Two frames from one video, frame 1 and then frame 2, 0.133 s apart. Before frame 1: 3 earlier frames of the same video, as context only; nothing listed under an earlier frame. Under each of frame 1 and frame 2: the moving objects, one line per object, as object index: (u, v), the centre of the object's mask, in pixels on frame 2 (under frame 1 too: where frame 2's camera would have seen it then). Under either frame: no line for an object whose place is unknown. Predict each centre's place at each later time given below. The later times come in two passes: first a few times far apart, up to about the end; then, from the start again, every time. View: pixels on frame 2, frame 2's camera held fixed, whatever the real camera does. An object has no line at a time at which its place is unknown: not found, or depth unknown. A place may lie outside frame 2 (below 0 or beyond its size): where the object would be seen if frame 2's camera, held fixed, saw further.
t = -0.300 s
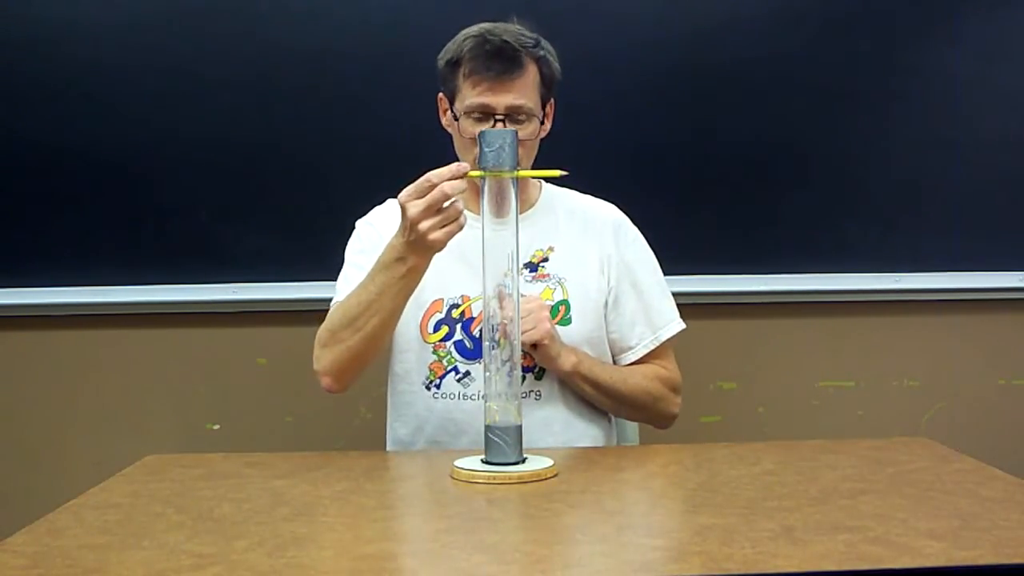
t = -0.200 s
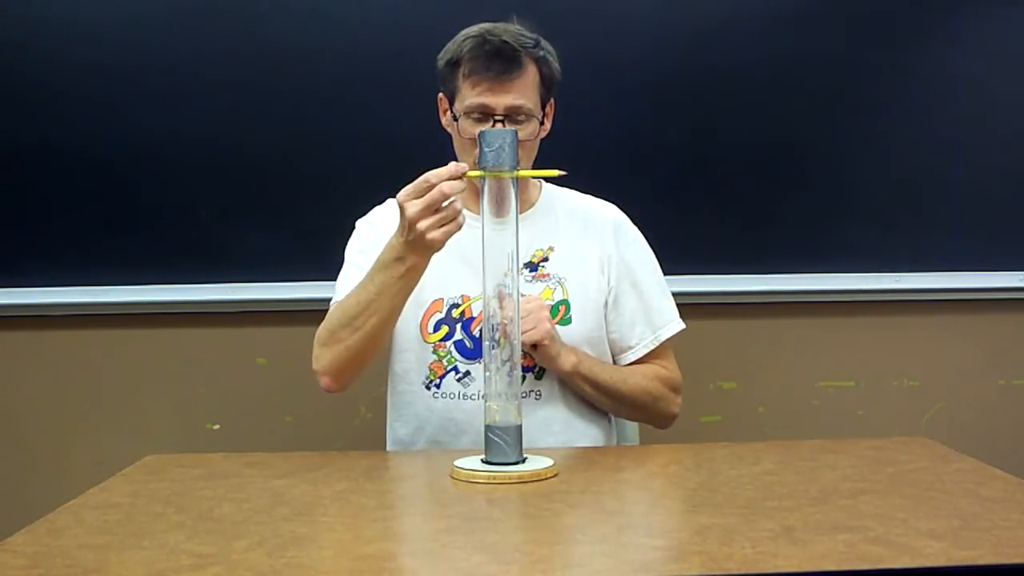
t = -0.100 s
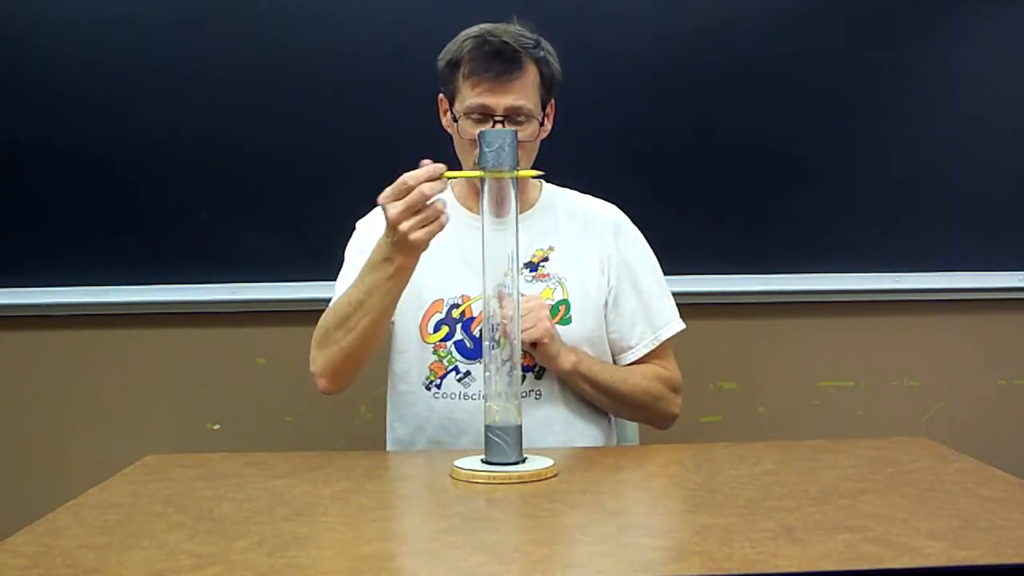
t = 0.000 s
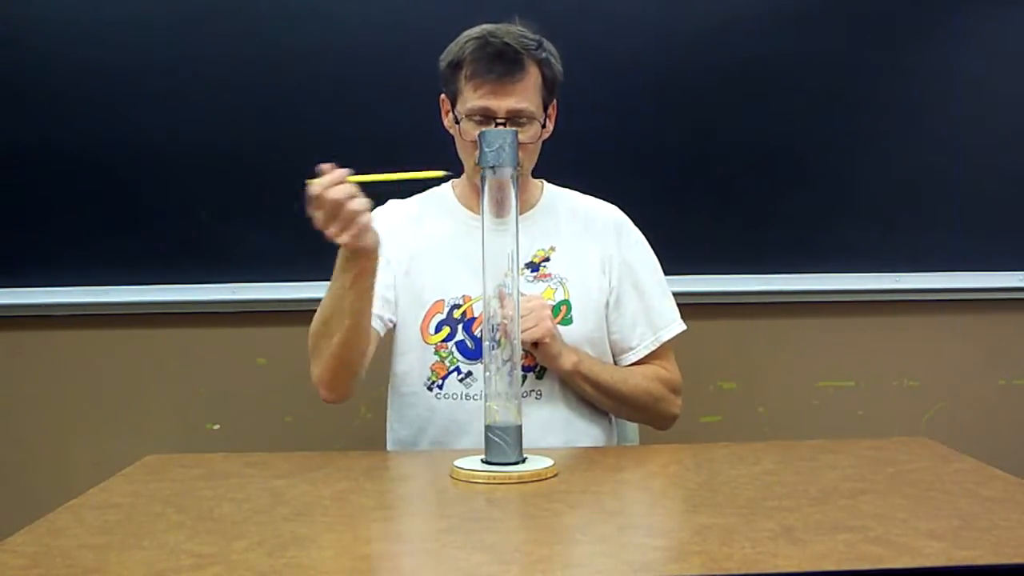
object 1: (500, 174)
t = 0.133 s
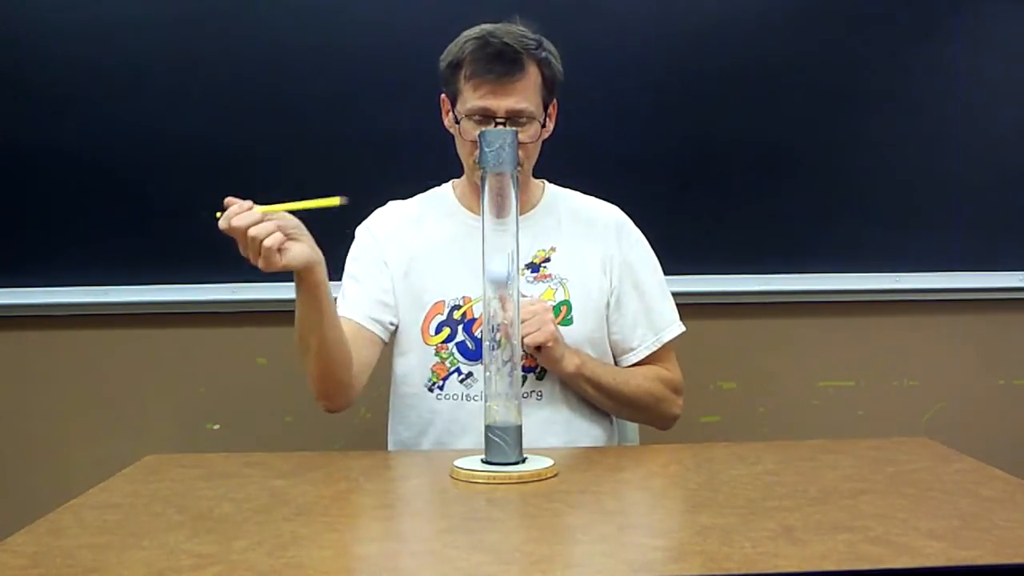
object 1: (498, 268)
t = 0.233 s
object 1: (503, 407)
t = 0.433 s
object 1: (503, 347)
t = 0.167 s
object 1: (500, 316)
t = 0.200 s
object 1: (503, 373)
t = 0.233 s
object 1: (503, 407)
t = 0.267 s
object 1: (503, 377)
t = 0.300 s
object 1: (502, 355)
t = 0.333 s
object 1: (502, 342)
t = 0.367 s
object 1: (501, 335)
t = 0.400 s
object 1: (502, 336)
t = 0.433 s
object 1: (503, 347)
